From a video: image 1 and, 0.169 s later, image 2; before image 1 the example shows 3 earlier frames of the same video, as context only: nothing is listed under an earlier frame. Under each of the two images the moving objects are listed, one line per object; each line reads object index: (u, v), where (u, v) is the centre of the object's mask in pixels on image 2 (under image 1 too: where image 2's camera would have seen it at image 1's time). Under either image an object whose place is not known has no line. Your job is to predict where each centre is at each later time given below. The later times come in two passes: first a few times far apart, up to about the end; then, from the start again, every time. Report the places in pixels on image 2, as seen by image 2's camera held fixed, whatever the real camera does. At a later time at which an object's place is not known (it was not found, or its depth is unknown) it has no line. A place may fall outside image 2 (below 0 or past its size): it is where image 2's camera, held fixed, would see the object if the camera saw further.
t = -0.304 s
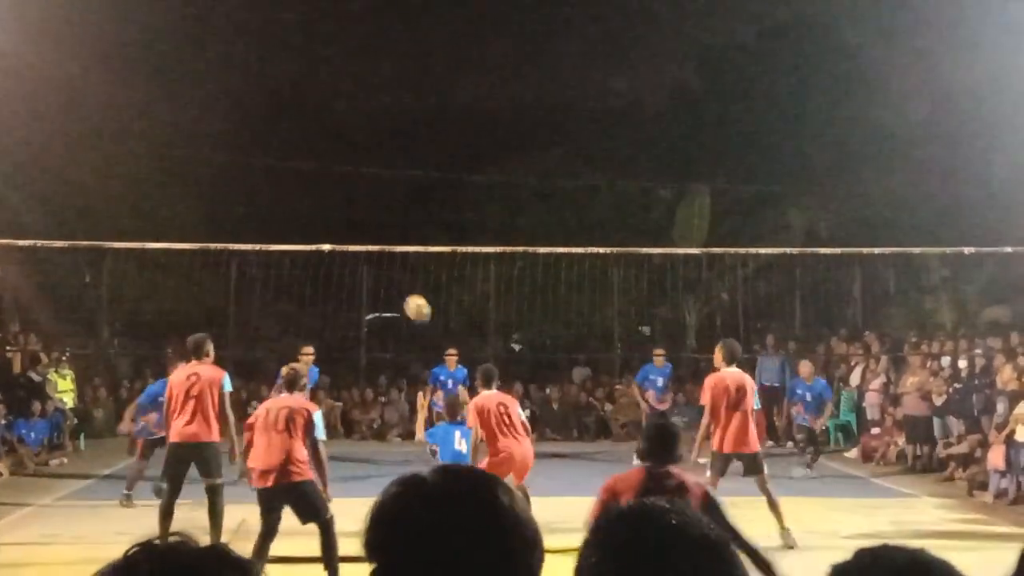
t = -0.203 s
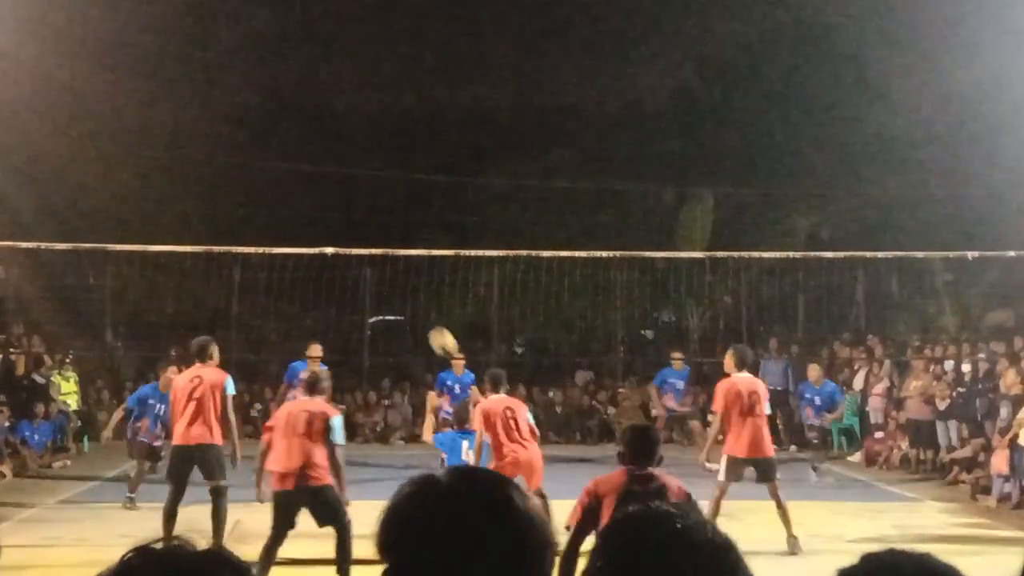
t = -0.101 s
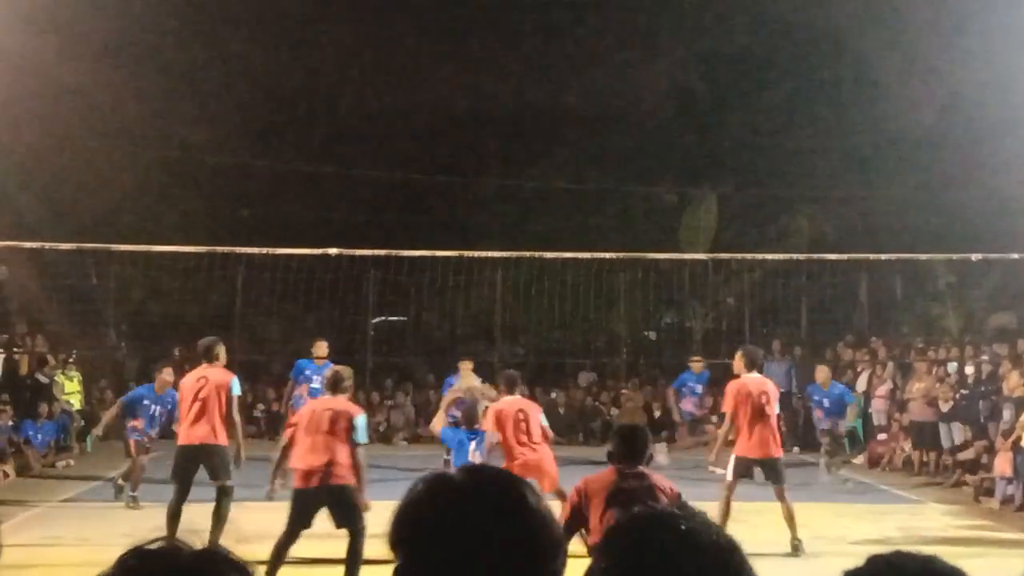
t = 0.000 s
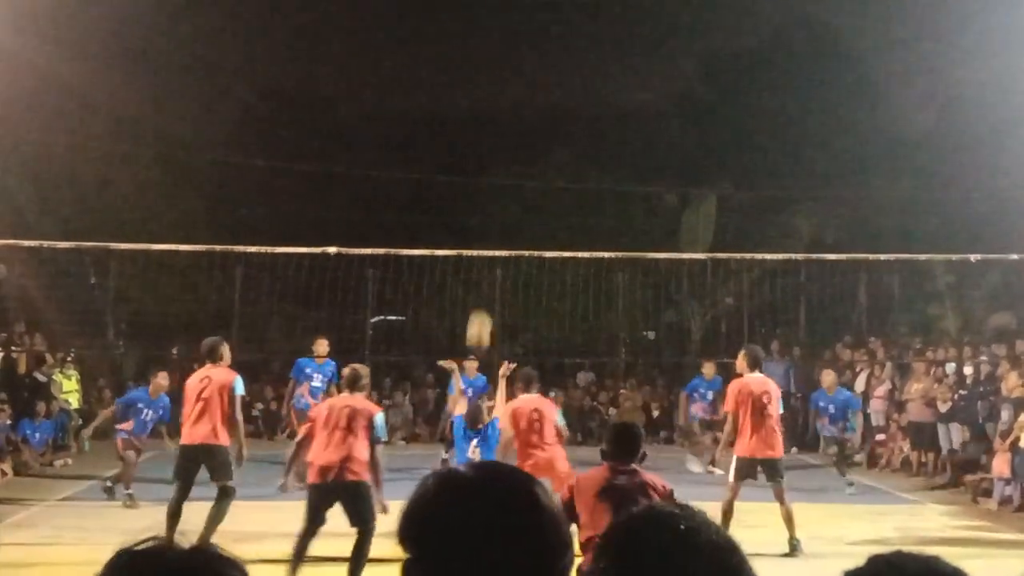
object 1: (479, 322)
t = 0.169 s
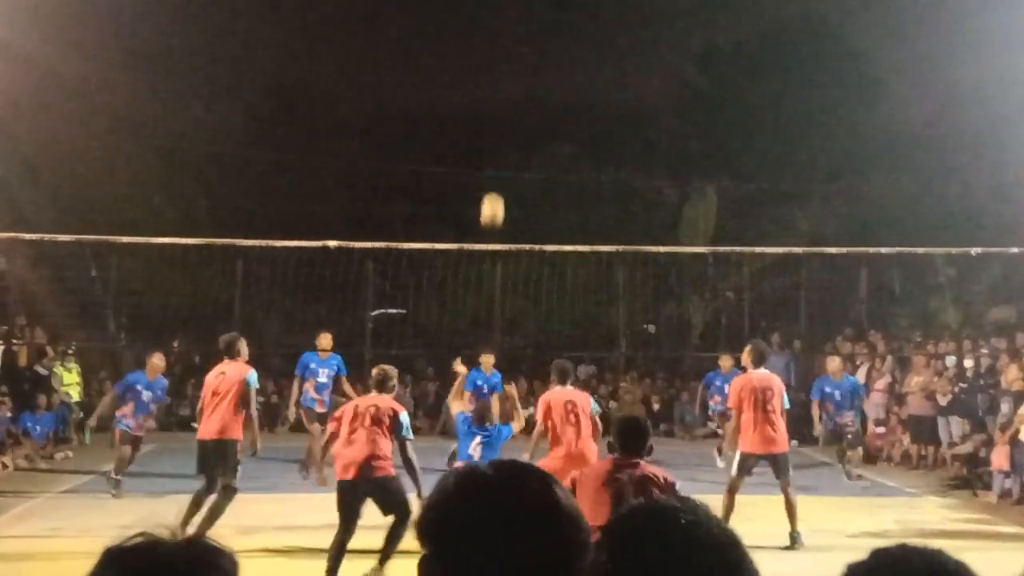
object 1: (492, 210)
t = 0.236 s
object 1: (496, 176)
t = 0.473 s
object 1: (510, 91)
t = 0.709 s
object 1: (523, 66)
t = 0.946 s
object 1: (533, 101)
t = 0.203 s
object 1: (494, 191)
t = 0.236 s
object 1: (496, 176)
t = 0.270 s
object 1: (498, 160)
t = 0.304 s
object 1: (501, 144)
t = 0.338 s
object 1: (503, 132)
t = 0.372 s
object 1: (505, 119)
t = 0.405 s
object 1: (507, 109)
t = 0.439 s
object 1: (508, 99)
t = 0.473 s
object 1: (510, 91)
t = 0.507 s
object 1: (512, 84)
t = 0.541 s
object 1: (514, 78)
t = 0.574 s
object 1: (516, 73)
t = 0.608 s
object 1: (517, 70)
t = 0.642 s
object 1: (519, 67)
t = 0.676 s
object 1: (521, 67)
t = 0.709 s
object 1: (523, 66)
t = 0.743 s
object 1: (524, 68)
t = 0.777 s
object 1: (527, 71)
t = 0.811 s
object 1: (528, 74)
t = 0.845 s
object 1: (529, 80)
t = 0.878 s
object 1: (530, 85)
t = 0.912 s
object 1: (532, 93)
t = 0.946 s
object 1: (533, 101)
